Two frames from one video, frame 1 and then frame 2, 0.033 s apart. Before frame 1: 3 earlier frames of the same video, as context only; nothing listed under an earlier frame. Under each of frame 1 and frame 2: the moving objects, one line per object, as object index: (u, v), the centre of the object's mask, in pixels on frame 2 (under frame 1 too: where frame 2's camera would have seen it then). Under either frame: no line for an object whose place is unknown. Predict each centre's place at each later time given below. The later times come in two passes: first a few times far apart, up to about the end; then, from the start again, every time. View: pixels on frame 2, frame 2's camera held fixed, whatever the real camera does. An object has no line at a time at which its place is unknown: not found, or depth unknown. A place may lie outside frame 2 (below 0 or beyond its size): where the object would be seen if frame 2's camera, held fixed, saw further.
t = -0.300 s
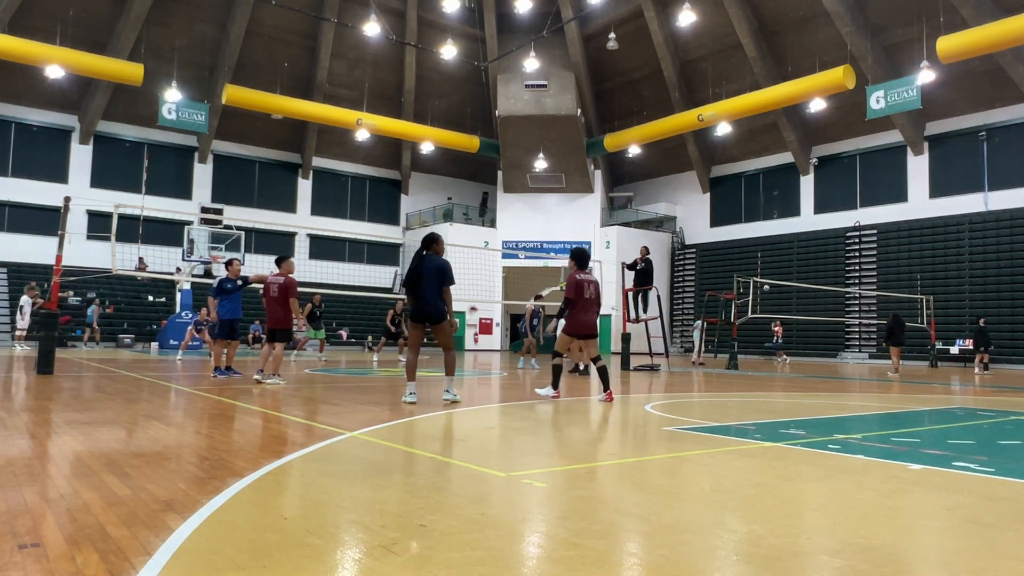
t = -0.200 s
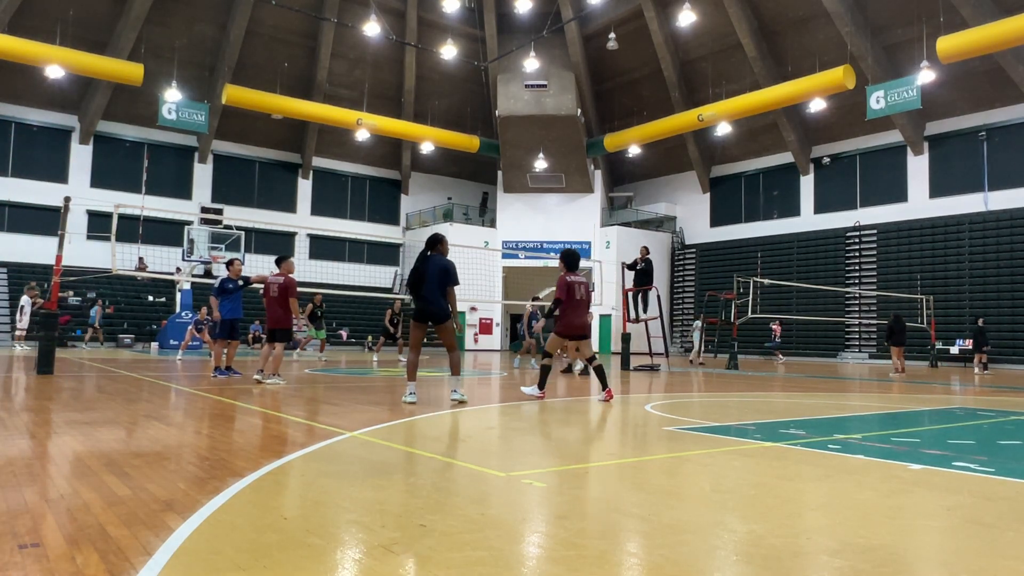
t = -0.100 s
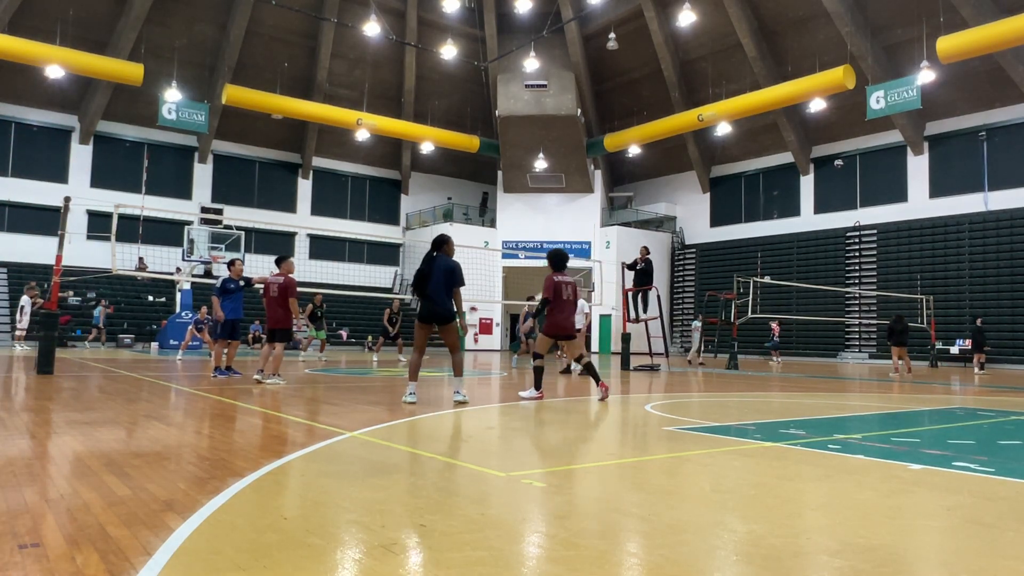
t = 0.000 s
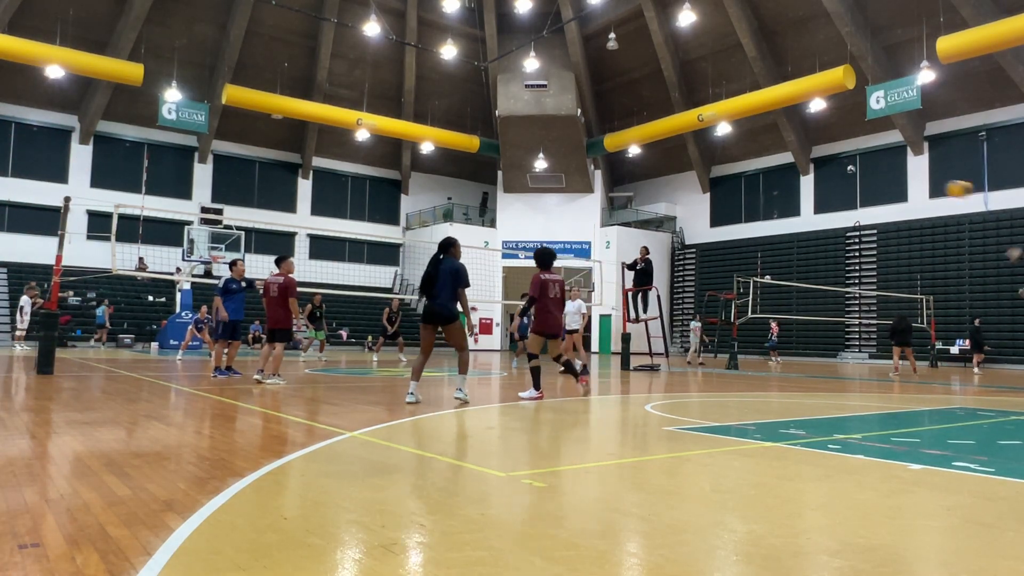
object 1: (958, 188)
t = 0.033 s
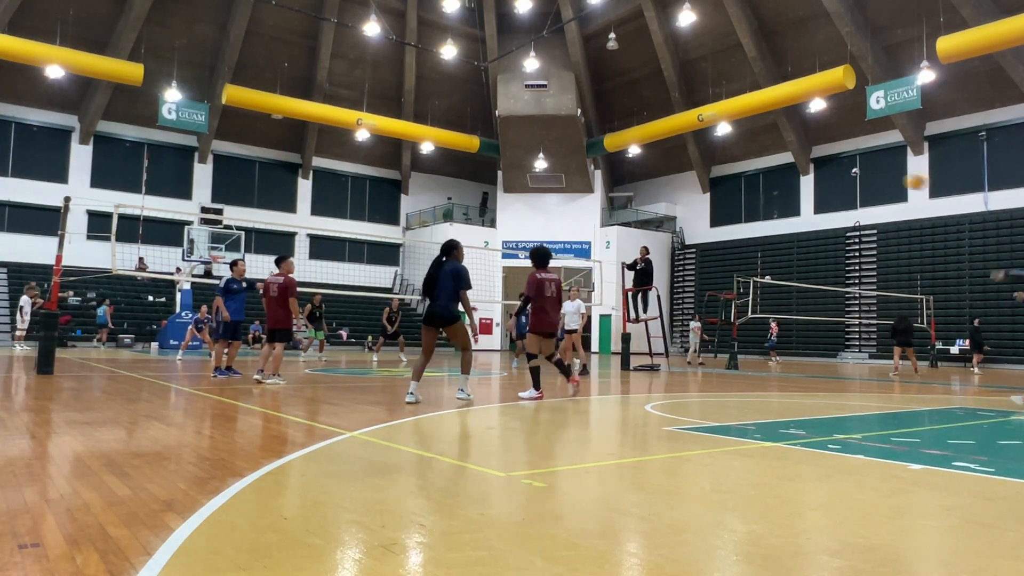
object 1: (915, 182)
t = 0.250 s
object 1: (693, 160)
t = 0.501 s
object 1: (509, 179)
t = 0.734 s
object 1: (379, 223)
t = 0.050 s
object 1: (895, 178)
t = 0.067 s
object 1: (876, 175)
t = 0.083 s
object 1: (858, 172)
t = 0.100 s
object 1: (838, 170)
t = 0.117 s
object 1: (821, 168)
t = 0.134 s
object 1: (803, 166)
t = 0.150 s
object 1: (787, 165)
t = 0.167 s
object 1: (769, 163)
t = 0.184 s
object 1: (752, 162)
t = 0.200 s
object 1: (737, 160)
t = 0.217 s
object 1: (722, 160)
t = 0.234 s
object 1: (708, 160)
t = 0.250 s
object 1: (693, 160)
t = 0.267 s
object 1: (679, 160)
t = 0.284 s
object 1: (665, 160)
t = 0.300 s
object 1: (652, 161)
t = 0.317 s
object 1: (639, 161)
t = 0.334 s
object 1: (625, 162)
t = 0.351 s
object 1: (613, 163)
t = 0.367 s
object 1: (601, 164)
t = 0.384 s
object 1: (588, 165)
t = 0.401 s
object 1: (576, 167)
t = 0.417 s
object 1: (564, 169)
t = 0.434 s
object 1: (554, 170)
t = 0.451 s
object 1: (542, 175)
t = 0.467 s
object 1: (531, 174)
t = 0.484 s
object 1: (520, 177)
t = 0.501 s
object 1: (509, 179)
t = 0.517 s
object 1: (498, 181)
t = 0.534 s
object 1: (488, 184)
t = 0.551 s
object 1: (479, 187)
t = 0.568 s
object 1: (468, 189)
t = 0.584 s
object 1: (458, 192)
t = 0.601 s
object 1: (449, 195)
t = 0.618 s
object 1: (440, 198)
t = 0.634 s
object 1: (431, 202)
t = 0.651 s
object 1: (422, 205)
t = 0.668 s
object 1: (412, 209)
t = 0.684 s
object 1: (403, 213)
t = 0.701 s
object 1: (394, 217)
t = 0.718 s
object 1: (387, 219)
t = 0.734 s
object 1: (379, 223)
